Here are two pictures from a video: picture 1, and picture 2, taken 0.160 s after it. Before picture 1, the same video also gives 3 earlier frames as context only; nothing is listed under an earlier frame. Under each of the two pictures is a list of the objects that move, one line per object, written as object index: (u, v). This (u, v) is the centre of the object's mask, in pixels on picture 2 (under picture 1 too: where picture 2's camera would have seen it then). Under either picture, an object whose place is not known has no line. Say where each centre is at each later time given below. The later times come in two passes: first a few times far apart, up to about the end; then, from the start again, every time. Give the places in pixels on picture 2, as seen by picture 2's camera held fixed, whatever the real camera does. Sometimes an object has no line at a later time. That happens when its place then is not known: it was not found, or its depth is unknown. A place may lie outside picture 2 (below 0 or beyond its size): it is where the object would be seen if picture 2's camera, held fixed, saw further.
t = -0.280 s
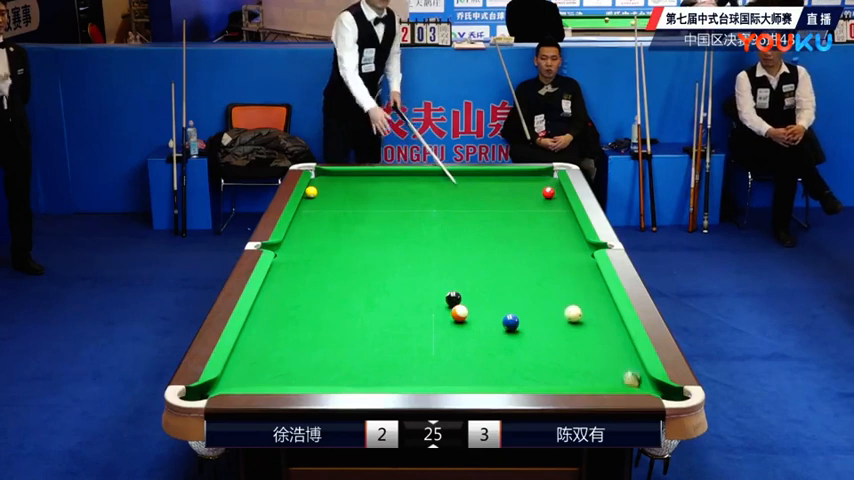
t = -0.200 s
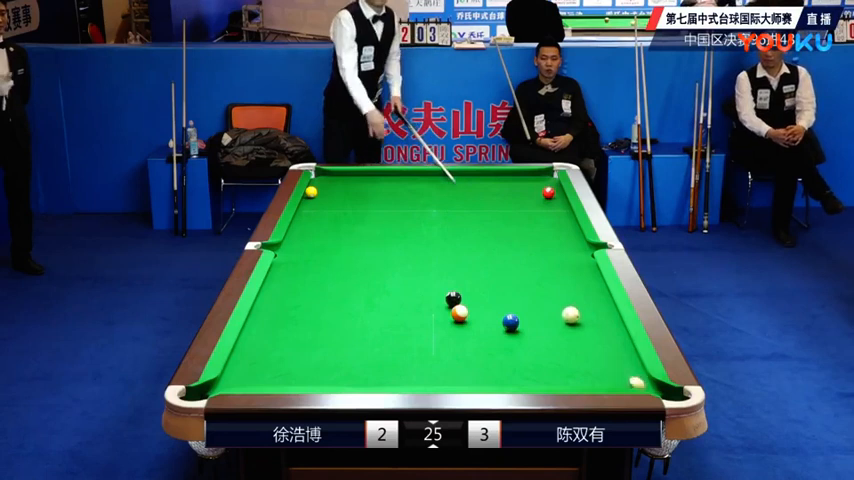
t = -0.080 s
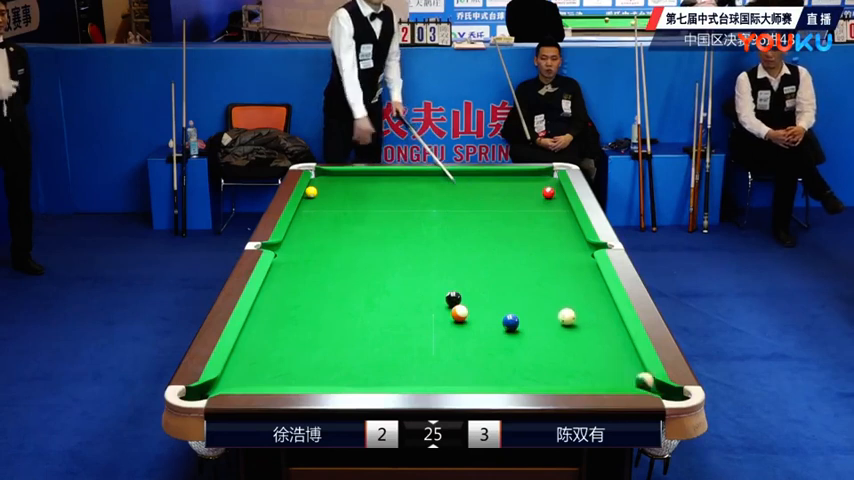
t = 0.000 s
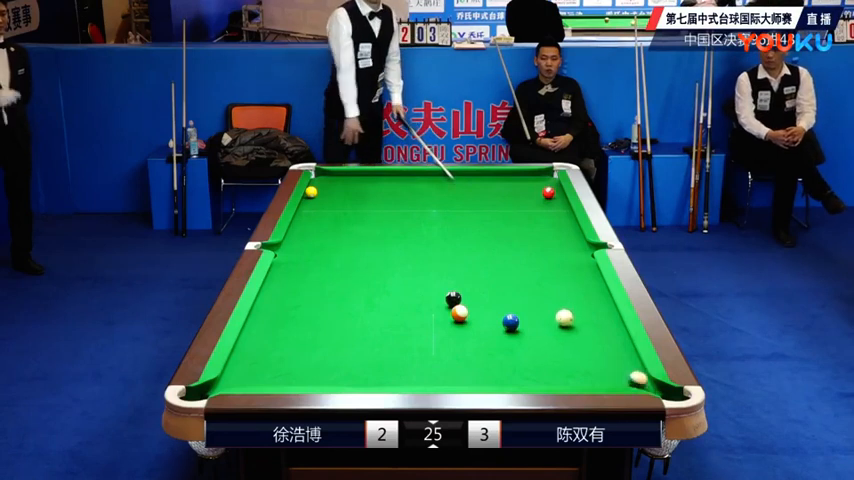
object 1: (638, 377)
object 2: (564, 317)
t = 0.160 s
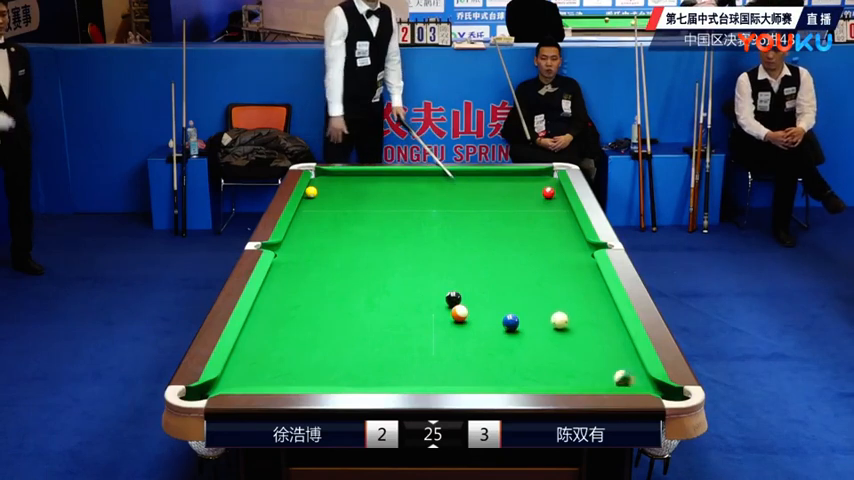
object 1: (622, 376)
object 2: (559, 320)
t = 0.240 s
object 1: (618, 377)
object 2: (557, 321)
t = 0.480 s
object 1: (599, 376)
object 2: (551, 324)
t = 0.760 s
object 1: (582, 373)
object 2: (545, 327)
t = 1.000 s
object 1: (566, 371)
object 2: (540, 329)
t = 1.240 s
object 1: (556, 370)
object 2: (537, 331)
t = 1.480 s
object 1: (544, 368)
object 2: (534, 333)
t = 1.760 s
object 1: (535, 368)
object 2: (532, 334)
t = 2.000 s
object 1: (528, 366)
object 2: (531, 334)
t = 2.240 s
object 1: (522, 365)
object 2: (531, 335)
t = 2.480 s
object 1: (518, 364)
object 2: (531, 335)
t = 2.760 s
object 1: (515, 364)
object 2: (531, 335)
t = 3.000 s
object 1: (513, 364)
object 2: (531, 334)
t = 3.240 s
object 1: (513, 365)
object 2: (531, 335)
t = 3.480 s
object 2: (531, 334)
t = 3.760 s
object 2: (531, 334)
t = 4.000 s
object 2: (531, 334)
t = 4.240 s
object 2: (531, 334)
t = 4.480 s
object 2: (531, 334)
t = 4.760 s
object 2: (531, 334)
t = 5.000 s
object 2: (531, 334)
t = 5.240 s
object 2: (531, 334)
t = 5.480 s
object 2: (531, 334)
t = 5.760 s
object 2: (531, 335)
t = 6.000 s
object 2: (531, 334)
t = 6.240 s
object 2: (531, 334)
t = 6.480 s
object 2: (531, 334)
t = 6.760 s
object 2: (531, 334)
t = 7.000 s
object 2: (531, 335)
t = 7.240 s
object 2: (531, 334)
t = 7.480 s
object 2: (531, 334)
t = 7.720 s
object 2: (531, 334)
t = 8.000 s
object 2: (531, 334)
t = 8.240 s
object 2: (531, 334)
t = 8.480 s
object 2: (531, 334)
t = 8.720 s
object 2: (531, 334)
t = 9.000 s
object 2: (531, 334)
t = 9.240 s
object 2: (531, 334)
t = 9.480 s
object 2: (531, 334)
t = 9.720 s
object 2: (531, 335)
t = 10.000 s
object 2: (531, 334)
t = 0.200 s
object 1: (620, 377)
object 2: (558, 320)
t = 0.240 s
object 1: (618, 377)
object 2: (557, 321)
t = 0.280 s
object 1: (616, 376)
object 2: (556, 322)
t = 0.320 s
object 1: (613, 376)
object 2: (555, 322)
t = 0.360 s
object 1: (609, 376)
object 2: (554, 322)
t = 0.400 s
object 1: (605, 375)
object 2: (553, 323)
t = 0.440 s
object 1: (600, 374)
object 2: (552, 323)
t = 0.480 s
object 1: (599, 376)
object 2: (551, 324)
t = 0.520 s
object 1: (596, 376)
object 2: (550, 324)
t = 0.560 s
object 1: (594, 375)
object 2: (549, 325)
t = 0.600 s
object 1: (592, 375)
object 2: (548, 325)
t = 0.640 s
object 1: (590, 374)
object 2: (547, 326)
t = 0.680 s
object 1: (588, 374)
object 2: (546, 326)
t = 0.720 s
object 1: (585, 373)
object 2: (545, 326)
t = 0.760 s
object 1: (582, 373)
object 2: (545, 327)
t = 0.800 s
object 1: (579, 373)
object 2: (544, 327)
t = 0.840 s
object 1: (577, 372)
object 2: (543, 328)
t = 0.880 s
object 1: (574, 372)
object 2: (542, 328)
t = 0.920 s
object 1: (572, 372)
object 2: (542, 329)
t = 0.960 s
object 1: (569, 371)
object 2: (541, 329)
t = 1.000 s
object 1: (566, 371)
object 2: (540, 329)
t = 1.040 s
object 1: (565, 371)
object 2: (540, 329)
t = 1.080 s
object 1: (563, 371)
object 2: (539, 330)
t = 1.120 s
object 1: (561, 371)
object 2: (538, 330)
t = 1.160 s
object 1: (560, 371)
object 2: (538, 330)
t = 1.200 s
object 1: (558, 370)
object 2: (537, 331)
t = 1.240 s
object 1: (556, 370)
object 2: (537, 331)
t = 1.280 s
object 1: (554, 369)
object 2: (536, 331)
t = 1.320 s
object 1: (552, 369)
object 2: (535, 331)
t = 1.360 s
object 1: (550, 369)
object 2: (535, 332)
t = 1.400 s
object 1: (548, 368)
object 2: (535, 332)
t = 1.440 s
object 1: (546, 368)
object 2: (534, 333)
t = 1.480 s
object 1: (544, 368)
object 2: (534, 333)
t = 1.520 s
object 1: (543, 368)
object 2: (533, 333)
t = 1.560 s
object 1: (541, 368)
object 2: (533, 333)
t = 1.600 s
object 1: (539, 368)
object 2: (533, 333)
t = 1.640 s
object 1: (538, 368)
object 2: (533, 333)
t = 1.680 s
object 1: (536, 368)
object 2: (532, 333)
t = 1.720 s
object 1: (536, 368)
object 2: (532, 334)
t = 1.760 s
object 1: (535, 368)
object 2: (532, 334)
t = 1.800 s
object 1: (534, 368)
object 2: (532, 334)
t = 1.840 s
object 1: (532, 367)
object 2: (531, 334)
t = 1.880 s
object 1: (531, 367)
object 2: (531, 334)
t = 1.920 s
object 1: (530, 367)
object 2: (531, 334)
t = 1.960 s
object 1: (529, 366)
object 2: (531, 334)
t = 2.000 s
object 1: (528, 366)
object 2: (531, 334)
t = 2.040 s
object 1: (527, 366)
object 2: (531, 334)
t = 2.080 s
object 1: (526, 366)
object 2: (531, 334)
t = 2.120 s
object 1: (525, 365)
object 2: (531, 334)
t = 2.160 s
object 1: (524, 365)
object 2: (531, 334)
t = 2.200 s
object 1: (523, 365)
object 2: (531, 334)
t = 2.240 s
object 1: (522, 365)
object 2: (531, 335)
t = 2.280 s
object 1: (521, 365)
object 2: (531, 334)
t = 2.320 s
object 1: (521, 365)
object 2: (531, 334)
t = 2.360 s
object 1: (520, 365)
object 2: (531, 334)
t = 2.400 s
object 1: (519, 365)
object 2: (531, 334)
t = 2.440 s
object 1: (519, 364)
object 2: (531, 335)
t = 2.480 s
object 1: (518, 364)
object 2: (531, 335)
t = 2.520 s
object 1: (517, 365)
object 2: (531, 334)
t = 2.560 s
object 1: (517, 364)
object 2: (531, 334)
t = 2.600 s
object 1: (516, 364)
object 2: (531, 334)
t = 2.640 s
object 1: (516, 364)
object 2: (531, 334)
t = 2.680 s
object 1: (515, 364)
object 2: (531, 335)
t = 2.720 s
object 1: (515, 364)
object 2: (531, 334)
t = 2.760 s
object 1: (515, 364)
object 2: (531, 335)
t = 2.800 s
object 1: (514, 364)
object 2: (531, 334)
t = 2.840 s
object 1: (514, 364)
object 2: (531, 334)
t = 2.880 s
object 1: (514, 364)
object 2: (531, 334)
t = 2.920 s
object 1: (514, 364)
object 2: (531, 334)
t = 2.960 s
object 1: (514, 364)
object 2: (531, 335)
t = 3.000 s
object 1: (513, 364)
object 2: (531, 334)
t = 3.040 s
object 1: (513, 365)
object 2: (531, 335)
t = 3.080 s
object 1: (513, 365)
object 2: (531, 334)
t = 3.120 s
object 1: (513, 365)
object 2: (531, 334)
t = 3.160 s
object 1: (513, 365)
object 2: (531, 334)
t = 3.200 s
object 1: (513, 365)
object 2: (531, 334)
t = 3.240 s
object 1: (513, 365)
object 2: (531, 335)
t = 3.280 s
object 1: (513, 365)
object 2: (531, 334)
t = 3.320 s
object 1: (513, 365)
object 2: (531, 335)
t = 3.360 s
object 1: (513, 365)
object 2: (531, 334)
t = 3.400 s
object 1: (513, 365)
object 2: (531, 334)
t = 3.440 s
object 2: (531, 334)
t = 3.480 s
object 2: (531, 334)
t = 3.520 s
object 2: (531, 335)
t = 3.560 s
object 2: (531, 334)
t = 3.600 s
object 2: (531, 335)
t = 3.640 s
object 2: (531, 334)
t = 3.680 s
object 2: (531, 335)
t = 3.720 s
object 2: (531, 334)
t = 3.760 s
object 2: (531, 334)
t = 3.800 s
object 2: (531, 334)
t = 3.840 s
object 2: (531, 334)
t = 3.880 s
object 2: (531, 334)
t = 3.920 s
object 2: (531, 334)
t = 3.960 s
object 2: (531, 335)
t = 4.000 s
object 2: (531, 334)
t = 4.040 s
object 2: (531, 334)
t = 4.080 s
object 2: (531, 335)
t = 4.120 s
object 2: (531, 334)
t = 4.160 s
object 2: (531, 334)
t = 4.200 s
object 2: (531, 334)
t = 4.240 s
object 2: (531, 334)
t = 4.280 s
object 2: (531, 334)
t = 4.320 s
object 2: (531, 335)
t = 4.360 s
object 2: (531, 334)
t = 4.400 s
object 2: (531, 334)
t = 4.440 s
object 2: (531, 334)
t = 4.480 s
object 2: (531, 334)
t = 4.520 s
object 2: (531, 335)
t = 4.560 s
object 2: (531, 334)
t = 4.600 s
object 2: (531, 335)
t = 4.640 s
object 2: (531, 334)
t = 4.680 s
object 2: (531, 334)
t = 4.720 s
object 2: (531, 334)
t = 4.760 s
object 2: (531, 334)
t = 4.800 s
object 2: (531, 334)
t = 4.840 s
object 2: (531, 334)
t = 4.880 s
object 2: (531, 334)
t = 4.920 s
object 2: (531, 334)
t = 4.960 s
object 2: (531, 334)
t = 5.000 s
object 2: (531, 334)
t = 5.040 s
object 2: (531, 334)
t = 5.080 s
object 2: (531, 335)
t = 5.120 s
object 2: (531, 334)
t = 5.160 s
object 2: (531, 334)
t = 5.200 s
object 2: (531, 335)
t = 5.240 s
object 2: (531, 334)
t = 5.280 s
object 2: (531, 334)
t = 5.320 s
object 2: (531, 334)
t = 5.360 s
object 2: (531, 334)
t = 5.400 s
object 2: (531, 334)
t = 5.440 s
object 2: (531, 334)
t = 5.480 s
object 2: (531, 334)
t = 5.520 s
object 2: (531, 334)
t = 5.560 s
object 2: (531, 334)
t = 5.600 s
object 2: (531, 334)
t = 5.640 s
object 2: (531, 334)
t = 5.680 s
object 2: (531, 334)
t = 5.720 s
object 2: (531, 334)
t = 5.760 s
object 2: (531, 335)
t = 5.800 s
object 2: (531, 334)
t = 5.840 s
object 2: (531, 334)
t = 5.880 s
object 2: (531, 334)
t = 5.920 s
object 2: (531, 334)
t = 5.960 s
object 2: (531, 334)
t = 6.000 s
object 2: (531, 334)
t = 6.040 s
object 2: (531, 335)
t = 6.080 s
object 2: (531, 335)
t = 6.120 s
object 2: (531, 334)
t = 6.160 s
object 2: (531, 334)
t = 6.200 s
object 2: (531, 334)
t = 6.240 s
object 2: (531, 334)
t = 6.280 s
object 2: (531, 335)
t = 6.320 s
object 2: (531, 335)
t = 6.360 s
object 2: (531, 334)
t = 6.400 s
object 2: (531, 334)
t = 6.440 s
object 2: (531, 334)
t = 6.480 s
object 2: (531, 334)
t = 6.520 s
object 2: (531, 335)
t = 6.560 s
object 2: (531, 334)
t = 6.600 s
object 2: (531, 334)
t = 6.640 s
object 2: (531, 334)
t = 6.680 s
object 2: (531, 334)
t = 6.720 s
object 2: (531, 334)
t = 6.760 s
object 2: (531, 334)
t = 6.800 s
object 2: (531, 334)
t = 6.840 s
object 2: (531, 334)
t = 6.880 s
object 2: (531, 335)
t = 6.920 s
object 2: (531, 334)
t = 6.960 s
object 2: (531, 334)
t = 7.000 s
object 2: (531, 335)
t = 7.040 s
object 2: (531, 334)
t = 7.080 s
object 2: (531, 334)
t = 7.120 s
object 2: (531, 334)
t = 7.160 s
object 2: (531, 334)
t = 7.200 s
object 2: (531, 334)
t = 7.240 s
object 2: (531, 334)
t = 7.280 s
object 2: (531, 334)
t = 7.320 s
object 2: (531, 334)
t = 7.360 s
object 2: (531, 334)
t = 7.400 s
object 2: (531, 334)
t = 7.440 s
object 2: (531, 334)
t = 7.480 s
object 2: (531, 334)
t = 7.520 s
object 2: (531, 335)
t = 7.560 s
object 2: (531, 334)
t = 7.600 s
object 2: (531, 334)
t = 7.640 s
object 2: (531, 334)
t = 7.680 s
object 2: (531, 334)
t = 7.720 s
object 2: (531, 334)
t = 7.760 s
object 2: (531, 334)
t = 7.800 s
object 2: (531, 335)
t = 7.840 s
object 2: (531, 334)
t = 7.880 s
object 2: (531, 334)
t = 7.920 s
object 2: (531, 334)
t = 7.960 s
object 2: (531, 334)
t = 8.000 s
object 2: (531, 334)
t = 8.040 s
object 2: (531, 335)
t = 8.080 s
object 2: (531, 334)
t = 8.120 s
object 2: (531, 334)
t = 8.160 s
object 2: (531, 334)
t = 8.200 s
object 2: (531, 334)
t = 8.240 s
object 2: (531, 334)
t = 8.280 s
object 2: (531, 335)
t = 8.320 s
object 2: (531, 334)
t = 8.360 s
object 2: (531, 334)
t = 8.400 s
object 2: (531, 334)
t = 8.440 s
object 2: (531, 334)
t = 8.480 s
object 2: (531, 334)
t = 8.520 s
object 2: (531, 334)
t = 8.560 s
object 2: (531, 334)
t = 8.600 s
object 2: (531, 334)
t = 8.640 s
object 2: (531, 334)
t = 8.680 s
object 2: (531, 334)
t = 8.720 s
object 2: (531, 334)
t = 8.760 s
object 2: (531, 334)
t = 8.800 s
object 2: (531, 335)
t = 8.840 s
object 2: (531, 334)
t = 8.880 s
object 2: (531, 334)
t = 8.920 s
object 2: (531, 334)
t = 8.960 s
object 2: (531, 334)
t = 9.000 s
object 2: (531, 334)
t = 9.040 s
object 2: (531, 334)
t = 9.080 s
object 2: (531, 335)
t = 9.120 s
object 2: (531, 334)
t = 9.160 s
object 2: (531, 334)
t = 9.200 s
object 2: (531, 334)
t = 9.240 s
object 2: (531, 334)
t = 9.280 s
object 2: (531, 334)
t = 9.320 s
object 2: (531, 335)
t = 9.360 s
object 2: (531, 334)
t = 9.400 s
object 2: (531, 334)
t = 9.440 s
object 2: (531, 334)
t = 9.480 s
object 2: (531, 334)
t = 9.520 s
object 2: (531, 335)
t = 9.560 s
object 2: (531, 335)
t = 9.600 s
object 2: (531, 335)
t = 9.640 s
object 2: (531, 335)
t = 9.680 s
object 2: (531, 335)
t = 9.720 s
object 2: (531, 335)
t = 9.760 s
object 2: (531, 334)
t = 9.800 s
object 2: (531, 334)
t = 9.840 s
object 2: (531, 334)
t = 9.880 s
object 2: (531, 334)
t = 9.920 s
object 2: (531, 335)
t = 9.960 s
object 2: (531, 334)
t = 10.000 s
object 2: (531, 334)
